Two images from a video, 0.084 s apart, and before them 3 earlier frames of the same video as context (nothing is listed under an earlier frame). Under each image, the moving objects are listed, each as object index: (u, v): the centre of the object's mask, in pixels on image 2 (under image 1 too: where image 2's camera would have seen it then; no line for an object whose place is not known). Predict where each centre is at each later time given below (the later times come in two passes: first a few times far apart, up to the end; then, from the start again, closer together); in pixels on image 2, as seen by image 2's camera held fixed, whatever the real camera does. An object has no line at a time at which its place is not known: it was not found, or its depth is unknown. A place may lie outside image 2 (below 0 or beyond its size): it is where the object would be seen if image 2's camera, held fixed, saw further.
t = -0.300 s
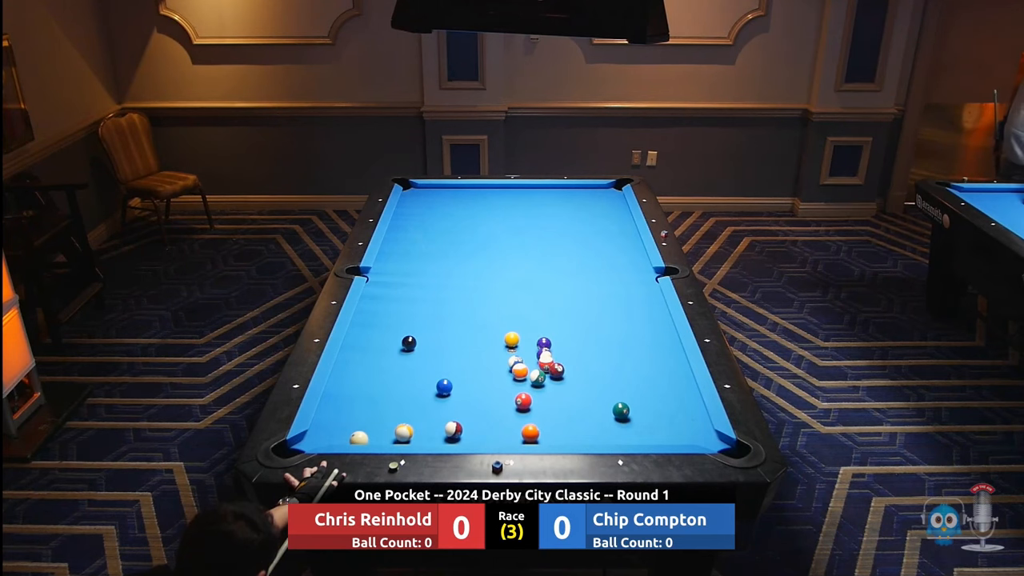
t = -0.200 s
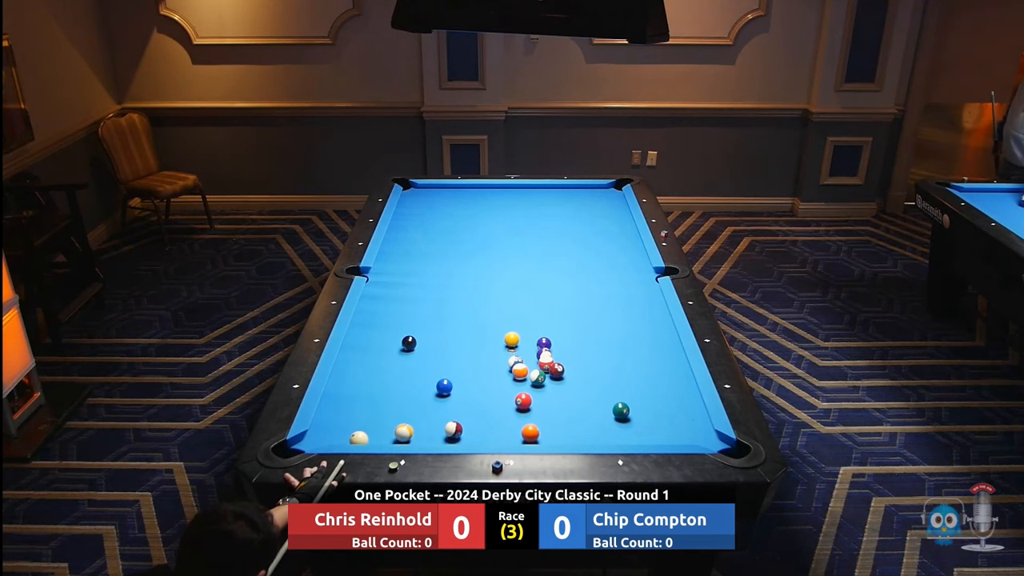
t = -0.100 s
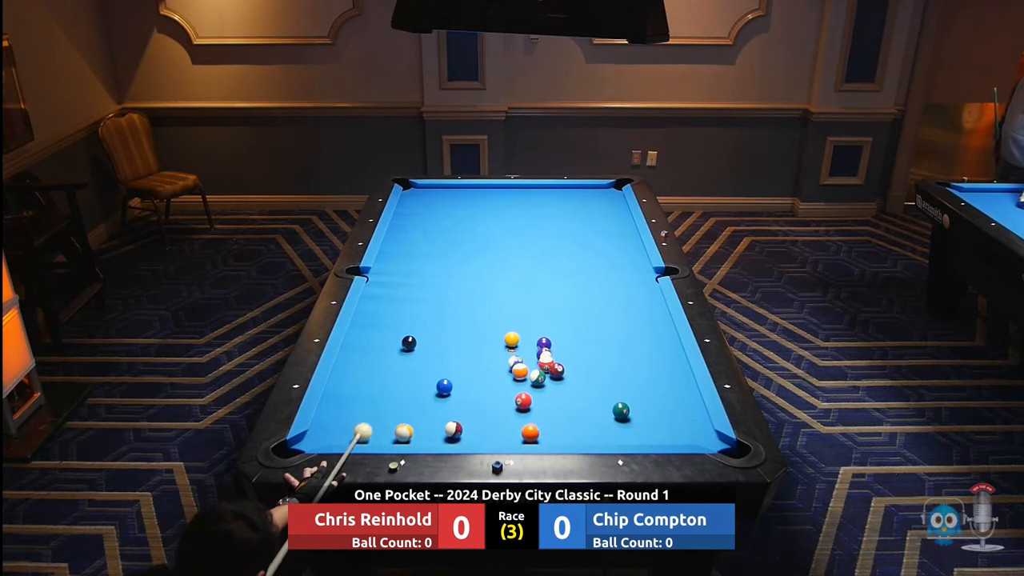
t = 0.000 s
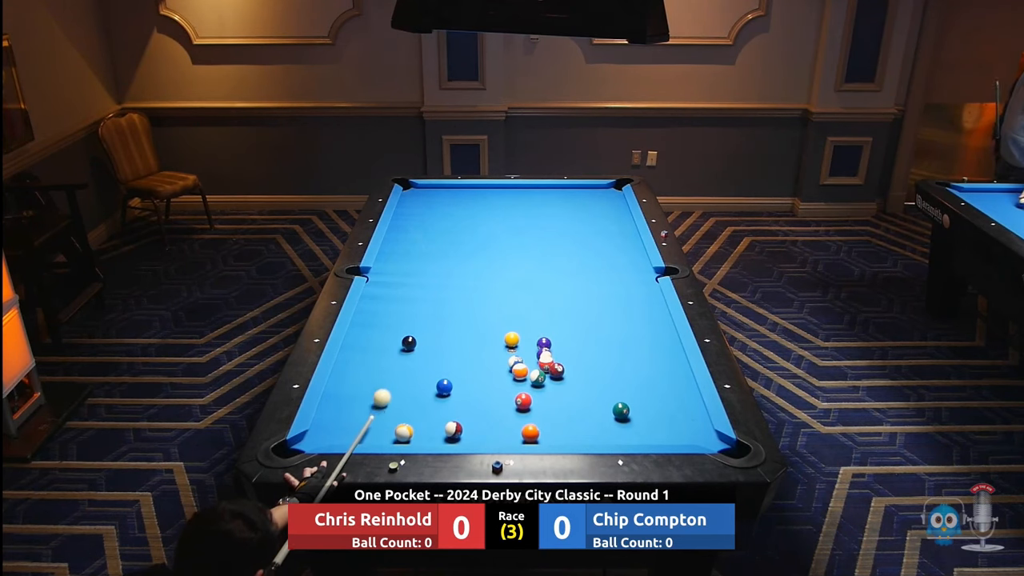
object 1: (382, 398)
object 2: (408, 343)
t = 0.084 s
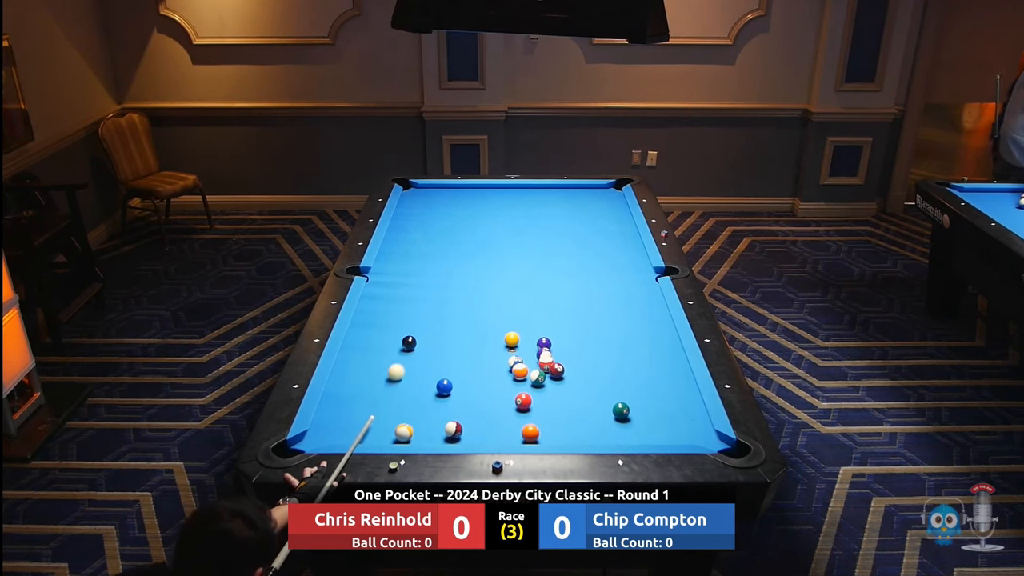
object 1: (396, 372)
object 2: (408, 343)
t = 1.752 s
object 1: (534, 277)
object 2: (438, 190)
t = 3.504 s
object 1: (608, 231)
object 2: (419, 257)
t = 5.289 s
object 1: (614, 211)
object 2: (401, 330)
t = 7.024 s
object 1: (610, 209)
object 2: (392, 390)
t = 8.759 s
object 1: (610, 209)
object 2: (388, 415)
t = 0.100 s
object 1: (399, 367)
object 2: (408, 343)
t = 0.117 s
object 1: (401, 363)
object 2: (408, 343)
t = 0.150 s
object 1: (406, 354)
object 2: (409, 341)
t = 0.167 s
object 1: (408, 351)
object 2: (409, 339)
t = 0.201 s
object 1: (411, 350)
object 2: (410, 334)
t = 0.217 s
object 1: (413, 350)
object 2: (411, 330)
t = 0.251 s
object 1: (416, 349)
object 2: (412, 323)
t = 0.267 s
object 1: (418, 349)
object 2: (413, 320)
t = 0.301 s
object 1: (421, 347)
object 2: (414, 313)
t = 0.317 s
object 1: (423, 347)
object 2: (415, 310)
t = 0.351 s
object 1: (426, 345)
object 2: (416, 305)
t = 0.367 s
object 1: (428, 344)
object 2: (416, 302)
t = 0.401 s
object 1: (431, 342)
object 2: (417, 297)
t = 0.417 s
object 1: (433, 341)
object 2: (418, 294)
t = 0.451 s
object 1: (436, 339)
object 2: (419, 290)
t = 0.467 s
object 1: (438, 338)
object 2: (419, 288)
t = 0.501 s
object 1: (441, 336)
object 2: (420, 284)
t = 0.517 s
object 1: (442, 335)
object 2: (420, 282)
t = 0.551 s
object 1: (445, 333)
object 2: (421, 278)
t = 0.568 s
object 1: (447, 332)
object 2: (422, 276)
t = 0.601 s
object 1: (450, 330)
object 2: (422, 272)
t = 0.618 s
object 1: (452, 329)
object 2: (423, 270)
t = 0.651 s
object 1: (455, 327)
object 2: (423, 267)
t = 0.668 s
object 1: (456, 326)
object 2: (424, 265)
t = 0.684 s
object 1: (458, 325)
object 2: (424, 263)
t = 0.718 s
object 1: (461, 323)
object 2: (425, 260)
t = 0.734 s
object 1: (462, 322)
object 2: (425, 258)
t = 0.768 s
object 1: (465, 320)
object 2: (426, 255)
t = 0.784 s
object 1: (466, 320)
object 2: (426, 253)
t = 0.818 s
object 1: (469, 318)
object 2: (427, 250)
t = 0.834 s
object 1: (471, 317)
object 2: (427, 248)
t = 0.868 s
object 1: (473, 315)
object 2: (428, 245)
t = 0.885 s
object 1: (475, 315)
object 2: (428, 243)
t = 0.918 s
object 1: (477, 313)
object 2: (429, 240)
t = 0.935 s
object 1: (479, 312)
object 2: (429, 239)
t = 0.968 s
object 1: (481, 310)
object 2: (429, 236)
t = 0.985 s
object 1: (482, 309)
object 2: (430, 235)
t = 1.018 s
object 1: (485, 308)
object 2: (430, 232)
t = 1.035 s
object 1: (486, 307)
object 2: (431, 230)
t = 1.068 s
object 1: (489, 306)
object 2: (431, 228)
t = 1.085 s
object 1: (490, 304)
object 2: (431, 226)
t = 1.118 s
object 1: (492, 303)
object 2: (432, 223)
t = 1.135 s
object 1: (493, 302)
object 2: (432, 222)
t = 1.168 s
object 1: (496, 301)
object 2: (433, 219)
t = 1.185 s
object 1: (497, 300)
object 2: (433, 218)
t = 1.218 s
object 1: (500, 298)
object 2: (433, 216)
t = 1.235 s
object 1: (501, 298)
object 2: (434, 215)
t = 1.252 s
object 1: (502, 297)
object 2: (434, 213)
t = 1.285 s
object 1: (504, 296)
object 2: (434, 211)
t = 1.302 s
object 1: (505, 295)
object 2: (435, 210)
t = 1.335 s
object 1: (507, 293)
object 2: (435, 207)
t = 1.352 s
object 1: (509, 293)
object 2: (435, 206)
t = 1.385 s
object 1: (511, 291)
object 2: (436, 204)
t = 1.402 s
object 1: (512, 291)
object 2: (436, 203)
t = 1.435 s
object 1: (514, 289)
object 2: (437, 201)
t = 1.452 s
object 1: (515, 289)
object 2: (437, 199)
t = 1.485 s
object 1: (518, 287)
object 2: (437, 197)
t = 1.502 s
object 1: (519, 287)
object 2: (437, 196)
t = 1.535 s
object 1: (521, 285)
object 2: (438, 194)
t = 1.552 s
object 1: (522, 284)
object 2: (438, 193)
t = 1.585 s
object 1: (524, 283)
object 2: (438, 191)
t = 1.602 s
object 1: (525, 283)
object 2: (438, 190)
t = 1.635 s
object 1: (527, 281)
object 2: (439, 188)
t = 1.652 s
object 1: (528, 281)
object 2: (439, 187)
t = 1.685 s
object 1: (530, 279)
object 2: (439, 187)
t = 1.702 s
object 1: (531, 279)
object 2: (439, 188)
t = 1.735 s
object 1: (533, 278)
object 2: (438, 189)
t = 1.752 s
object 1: (534, 277)
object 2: (438, 190)
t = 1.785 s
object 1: (536, 276)
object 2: (437, 191)
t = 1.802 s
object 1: (536, 275)
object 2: (437, 192)
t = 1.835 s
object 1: (538, 274)
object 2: (437, 193)
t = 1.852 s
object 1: (539, 274)
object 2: (437, 194)
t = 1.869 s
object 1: (540, 273)
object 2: (437, 194)
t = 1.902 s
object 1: (542, 272)
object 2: (436, 195)
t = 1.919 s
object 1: (543, 271)
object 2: (436, 196)
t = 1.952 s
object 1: (545, 270)
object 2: (436, 197)
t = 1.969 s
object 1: (546, 270)
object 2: (436, 198)
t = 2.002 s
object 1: (548, 269)
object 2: (435, 199)
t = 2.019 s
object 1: (548, 268)
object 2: (435, 200)
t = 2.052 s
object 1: (550, 267)
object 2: (435, 201)
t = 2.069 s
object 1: (551, 266)
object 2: (434, 202)
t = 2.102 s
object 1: (553, 265)
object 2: (434, 203)
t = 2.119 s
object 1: (554, 265)
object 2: (434, 203)
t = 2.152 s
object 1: (555, 264)
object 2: (433, 205)
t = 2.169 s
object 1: (556, 263)
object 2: (433, 205)
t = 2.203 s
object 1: (558, 262)
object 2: (433, 206)
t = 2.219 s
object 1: (559, 262)
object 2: (433, 207)
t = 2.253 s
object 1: (560, 261)
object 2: (433, 208)
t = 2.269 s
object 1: (561, 260)
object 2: (432, 209)
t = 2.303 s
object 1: (562, 259)
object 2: (432, 210)
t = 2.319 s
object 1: (563, 259)
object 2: (432, 211)
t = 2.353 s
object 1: (565, 258)
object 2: (431, 212)
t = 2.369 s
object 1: (566, 257)
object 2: (431, 213)
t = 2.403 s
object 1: (567, 256)
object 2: (431, 214)
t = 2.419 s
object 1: (568, 256)
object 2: (431, 214)
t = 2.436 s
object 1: (569, 255)
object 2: (431, 215)
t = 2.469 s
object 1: (570, 254)
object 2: (430, 217)
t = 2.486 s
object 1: (571, 254)
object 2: (430, 217)
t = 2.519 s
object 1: (572, 253)
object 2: (430, 218)
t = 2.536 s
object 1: (573, 253)
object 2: (429, 219)
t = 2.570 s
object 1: (574, 252)
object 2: (429, 220)
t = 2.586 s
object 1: (575, 251)
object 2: (429, 221)
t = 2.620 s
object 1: (576, 250)
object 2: (429, 222)
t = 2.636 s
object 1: (577, 250)
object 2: (429, 223)
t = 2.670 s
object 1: (579, 249)
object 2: (428, 224)
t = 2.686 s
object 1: (579, 249)
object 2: (428, 225)
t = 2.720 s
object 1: (581, 248)
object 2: (428, 226)
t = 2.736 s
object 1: (581, 247)
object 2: (427, 227)
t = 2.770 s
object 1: (583, 246)
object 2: (427, 228)
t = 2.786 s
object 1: (583, 246)
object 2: (427, 228)
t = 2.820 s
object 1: (585, 245)
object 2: (427, 230)
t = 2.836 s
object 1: (585, 245)
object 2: (426, 231)
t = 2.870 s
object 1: (587, 244)
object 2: (426, 232)
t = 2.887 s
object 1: (587, 244)
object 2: (426, 233)
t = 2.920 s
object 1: (589, 243)
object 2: (425, 234)
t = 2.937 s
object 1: (589, 243)
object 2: (425, 235)
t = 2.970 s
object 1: (590, 242)
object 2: (425, 236)
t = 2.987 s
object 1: (591, 241)
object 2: (425, 236)
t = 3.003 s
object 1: (592, 241)
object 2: (425, 237)
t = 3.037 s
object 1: (593, 240)
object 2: (424, 238)
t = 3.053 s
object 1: (594, 240)
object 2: (424, 239)
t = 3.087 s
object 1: (595, 239)
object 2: (424, 240)
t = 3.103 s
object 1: (595, 239)
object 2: (424, 241)
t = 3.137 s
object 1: (596, 238)
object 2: (423, 242)
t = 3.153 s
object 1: (597, 238)
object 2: (423, 243)
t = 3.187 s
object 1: (598, 237)
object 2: (422, 244)
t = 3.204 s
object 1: (599, 237)
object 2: (422, 245)
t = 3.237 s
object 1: (600, 236)
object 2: (422, 246)
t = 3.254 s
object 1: (600, 236)
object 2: (422, 247)
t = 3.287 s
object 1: (601, 235)
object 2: (421, 248)
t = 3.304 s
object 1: (602, 235)
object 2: (421, 249)
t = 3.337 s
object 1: (603, 234)
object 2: (421, 250)
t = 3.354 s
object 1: (604, 234)
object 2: (421, 251)
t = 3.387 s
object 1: (605, 233)
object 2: (420, 253)
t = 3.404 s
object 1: (605, 233)
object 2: (420, 253)
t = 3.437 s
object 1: (606, 232)
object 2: (420, 254)
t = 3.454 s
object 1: (607, 232)
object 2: (419, 255)
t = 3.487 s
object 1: (608, 231)
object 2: (419, 256)
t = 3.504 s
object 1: (608, 231)
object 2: (419, 257)
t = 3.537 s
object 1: (609, 230)
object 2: (419, 258)
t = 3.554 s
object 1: (610, 230)
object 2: (418, 259)
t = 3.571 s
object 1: (610, 230)
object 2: (418, 260)
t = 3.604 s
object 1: (611, 229)
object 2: (418, 261)
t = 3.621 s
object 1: (612, 229)
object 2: (418, 262)
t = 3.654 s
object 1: (613, 228)
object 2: (417, 263)
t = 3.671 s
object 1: (613, 228)
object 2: (417, 264)
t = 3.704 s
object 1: (614, 227)
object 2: (417, 265)
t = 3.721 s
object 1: (615, 227)
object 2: (417, 266)
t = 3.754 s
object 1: (616, 226)
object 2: (416, 267)
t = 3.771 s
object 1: (616, 226)
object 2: (416, 268)
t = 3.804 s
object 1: (617, 225)
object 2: (416, 269)
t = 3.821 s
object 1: (617, 225)
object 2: (416, 270)
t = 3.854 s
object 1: (619, 225)
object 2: (415, 271)
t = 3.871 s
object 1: (619, 224)
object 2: (415, 272)
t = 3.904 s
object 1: (620, 224)
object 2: (415, 274)
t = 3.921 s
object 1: (620, 224)
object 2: (415, 274)
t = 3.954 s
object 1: (621, 223)
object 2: (414, 275)
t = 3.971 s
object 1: (621, 223)
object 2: (414, 276)
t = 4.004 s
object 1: (622, 222)
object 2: (414, 277)
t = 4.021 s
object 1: (623, 222)
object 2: (413, 278)
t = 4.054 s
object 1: (623, 221)
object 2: (413, 280)
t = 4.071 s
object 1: (624, 221)
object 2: (413, 280)
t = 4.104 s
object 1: (624, 221)
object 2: (413, 282)
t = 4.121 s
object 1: (625, 221)
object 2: (412, 282)
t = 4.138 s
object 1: (625, 220)
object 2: (412, 283)
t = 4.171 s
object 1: (626, 220)
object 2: (412, 285)
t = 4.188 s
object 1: (627, 220)
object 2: (412, 285)
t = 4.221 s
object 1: (627, 219)
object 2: (411, 287)
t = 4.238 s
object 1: (628, 219)
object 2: (411, 287)
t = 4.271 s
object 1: (627, 218)
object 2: (411, 289)
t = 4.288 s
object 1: (627, 218)
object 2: (411, 289)
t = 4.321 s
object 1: (627, 218)
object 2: (410, 291)
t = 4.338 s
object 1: (626, 218)
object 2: (410, 291)
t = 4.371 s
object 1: (626, 218)
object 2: (410, 293)
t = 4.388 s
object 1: (625, 217)
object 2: (410, 293)
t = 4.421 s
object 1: (625, 217)
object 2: (409, 295)
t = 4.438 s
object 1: (624, 217)
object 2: (409, 295)
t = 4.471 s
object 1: (624, 217)
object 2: (409, 297)
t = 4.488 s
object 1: (624, 217)
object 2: (409, 298)
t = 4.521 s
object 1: (623, 216)
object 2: (408, 299)
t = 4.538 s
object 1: (623, 216)
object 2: (408, 300)
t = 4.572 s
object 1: (622, 216)
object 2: (408, 301)
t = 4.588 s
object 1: (622, 216)
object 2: (408, 302)
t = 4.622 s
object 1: (621, 215)
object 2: (407, 303)
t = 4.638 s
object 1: (621, 215)
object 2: (407, 304)
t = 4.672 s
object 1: (621, 215)
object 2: (407, 305)
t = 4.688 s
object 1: (620, 215)
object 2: (407, 306)
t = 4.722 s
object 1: (620, 215)
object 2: (406, 307)
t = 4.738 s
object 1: (620, 214)
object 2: (406, 308)
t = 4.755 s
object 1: (620, 214)
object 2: (406, 308)
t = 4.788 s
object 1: (619, 214)
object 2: (406, 310)
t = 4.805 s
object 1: (619, 214)
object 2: (406, 311)
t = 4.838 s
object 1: (618, 214)
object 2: (405, 312)
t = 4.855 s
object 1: (618, 214)
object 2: (405, 313)
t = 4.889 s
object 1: (618, 213)
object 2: (405, 314)
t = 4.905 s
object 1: (617, 213)
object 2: (404, 315)
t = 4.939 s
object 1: (617, 213)
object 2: (404, 316)
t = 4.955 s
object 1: (617, 213)
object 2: (404, 317)
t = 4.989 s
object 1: (617, 213)
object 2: (404, 318)
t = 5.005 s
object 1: (617, 213)
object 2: (404, 319)
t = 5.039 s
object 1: (616, 213)
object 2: (403, 320)
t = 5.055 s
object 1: (616, 212)
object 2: (403, 321)
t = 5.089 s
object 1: (616, 212)
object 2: (403, 322)
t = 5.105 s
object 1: (616, 212)
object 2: (403, 323)
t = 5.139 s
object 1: (615, 212)
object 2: (403, 324)
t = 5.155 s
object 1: (615, 212)
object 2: (403, 325)
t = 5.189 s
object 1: (615, 212)
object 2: (402, 326)
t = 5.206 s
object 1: (614, 212)
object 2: (402, 327)
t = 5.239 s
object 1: (614, 212)
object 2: (402, 328)
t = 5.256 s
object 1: (614, 212)
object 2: (402, 329)
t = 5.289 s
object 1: (614, 211)
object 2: (401, 330)
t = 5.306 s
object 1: (614, 211)
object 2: (401, 331)
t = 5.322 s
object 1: (613, 211)
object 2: (401, 331)
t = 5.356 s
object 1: (613, 211)
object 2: (401, 333)
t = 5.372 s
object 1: (613, 211)
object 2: (401, 334)
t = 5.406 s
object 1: (613, 211)
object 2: (401, 335)
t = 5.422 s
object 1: (613, 211)
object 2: (401, 335)
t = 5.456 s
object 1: (612, 211)
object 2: (400, 337)
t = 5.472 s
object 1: (612, 210)
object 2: (400, 337)
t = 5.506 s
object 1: (612, 210)
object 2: (400, 339)
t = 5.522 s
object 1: (612, 210)
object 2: (400, 339)
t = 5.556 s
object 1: (612, 210)
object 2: (400, 341)
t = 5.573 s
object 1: (612, 210)
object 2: (400, 341)
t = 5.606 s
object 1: (611, 210)
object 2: (400, 342)
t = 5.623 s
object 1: (611, 210)
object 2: (400, 343)
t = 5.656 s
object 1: (611, 210)
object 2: (400, 344)
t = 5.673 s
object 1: (611, 210)
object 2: (399, 345)
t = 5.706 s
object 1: (611, 210)
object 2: (399, 346)
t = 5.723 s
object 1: (611, 210)
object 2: (399, 347)
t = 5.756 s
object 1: (611, 210)
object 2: (399, 348)
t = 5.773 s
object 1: (611, 210)
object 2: (399, 349)
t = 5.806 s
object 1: (610, 209)
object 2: (399, 350)
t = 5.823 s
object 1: (610, 209)
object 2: (399, 351)
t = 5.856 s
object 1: (610, 209)
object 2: (399, 352)
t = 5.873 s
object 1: (610, 209)
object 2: (399, 352)
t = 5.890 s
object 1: (610, 209)
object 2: (398, 353)
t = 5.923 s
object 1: (610, 209)
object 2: (398, 354)
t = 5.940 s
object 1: (610, 209)
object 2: (398, 355)
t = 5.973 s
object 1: (610, 209)
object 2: (398, 356)
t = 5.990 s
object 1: (610, 209)
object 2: (398, 357)
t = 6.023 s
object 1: (610, 209)
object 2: (398, 358)
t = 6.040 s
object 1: (610, 209)
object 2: (398, 359)
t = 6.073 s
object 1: (610, 209)
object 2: (397, 360)
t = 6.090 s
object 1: (610, 209)
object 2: (397, 360)
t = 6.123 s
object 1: (610, 209)
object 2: (397, 362)
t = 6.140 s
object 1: (610, 209)
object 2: (397, 362)
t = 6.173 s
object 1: (610, 209)
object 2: (397, 363)
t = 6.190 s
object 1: (610, 209)
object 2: (397, 364)
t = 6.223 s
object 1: (610, 209)
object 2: (397, 365)
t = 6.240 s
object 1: (610, 209)
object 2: (397, 366)
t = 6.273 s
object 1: (610, 209)
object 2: (396, 367)
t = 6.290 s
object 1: (610, 209)
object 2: (396, 367)
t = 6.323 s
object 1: (610, 209)
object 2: (396, 369)
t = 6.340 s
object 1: (610, 209)
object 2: (396, 369)
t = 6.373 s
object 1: (610, 209)
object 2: (396, 370)
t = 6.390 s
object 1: (610, 209)
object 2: (396, 371)
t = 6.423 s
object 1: (610, 209)
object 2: (396, 372)
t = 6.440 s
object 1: (610, 209)
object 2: (395, 372)
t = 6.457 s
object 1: (610, 209)
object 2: (395, 373)
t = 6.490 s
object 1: (610, 209)
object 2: (395, 374)
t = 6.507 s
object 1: (610, 209)
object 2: (395, 375)
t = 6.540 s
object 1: (610, 209)
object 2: (395, 376)
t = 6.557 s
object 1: (610, 209)
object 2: (395, 376)
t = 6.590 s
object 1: (610, 209)
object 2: (395, 377)
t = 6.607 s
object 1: (610, 209)
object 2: (395, 378)
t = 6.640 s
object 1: (610, 209)
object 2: (394, 379)
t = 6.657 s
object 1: (610, 209)
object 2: (394, 379)
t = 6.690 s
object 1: (610, 209)
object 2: (394, 380)
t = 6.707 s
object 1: (610, 209)
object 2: (394, 381)
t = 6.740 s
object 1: (610, 209)
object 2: (394, 382)
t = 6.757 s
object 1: (610, 209)
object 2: (394, 382)
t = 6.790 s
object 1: (610, 209)
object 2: (393, 383)
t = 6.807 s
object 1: (610, 209)
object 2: (393, 384)
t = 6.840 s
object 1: (610, 209)
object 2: (393, 385)
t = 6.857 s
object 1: (610, 209)
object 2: (393, 385)
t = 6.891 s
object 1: (610, 209)
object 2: (393, 386)
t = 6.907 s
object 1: (610, 209)
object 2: (393, 387)
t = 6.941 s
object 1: (610, 209)
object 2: (393, 388)
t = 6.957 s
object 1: (610, 209)
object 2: (393, 388)
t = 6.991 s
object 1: (610, 209)
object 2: (392, 389)
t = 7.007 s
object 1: (610, 209)
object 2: (392, 389)
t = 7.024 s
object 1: (610, 209)
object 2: (392, 390)
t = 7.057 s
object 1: (610, 209)
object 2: (392, 391)
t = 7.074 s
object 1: (610, 209)
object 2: (392, 391)
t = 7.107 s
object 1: (610, 209)
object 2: (392, 392)
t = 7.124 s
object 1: (610, 209)
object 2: (392, 393)
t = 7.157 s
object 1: (610, 209)
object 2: (392, 393)
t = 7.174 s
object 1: (610, 209)
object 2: (391, 394)
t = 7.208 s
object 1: (610, 209)
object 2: (391, 394)
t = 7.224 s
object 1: (610, 209)
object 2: (391, 395)
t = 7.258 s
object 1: (610, 209)
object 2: (391, 396)
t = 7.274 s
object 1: (610, 209)
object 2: (391, 396)
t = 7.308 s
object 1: (610, 209)
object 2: (391, 397)
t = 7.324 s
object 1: (610, 209)
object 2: (391, 397)
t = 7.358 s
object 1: (610, 209)
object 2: (390, 398)
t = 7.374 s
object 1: (610, 209)
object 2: (390, 399)
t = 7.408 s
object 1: (610, 209)
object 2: (390, 400)
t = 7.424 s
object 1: (610, 209)
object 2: (390, 400)
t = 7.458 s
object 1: (610, 209)
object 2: (390, 401)
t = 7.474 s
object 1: (610, 209)
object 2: (390, 401)
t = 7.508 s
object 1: (610, 209)
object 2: (390, 401)
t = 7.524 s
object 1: (610, 209)
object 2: (390, 402)
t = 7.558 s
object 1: (610, 209)
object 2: (390, 403)
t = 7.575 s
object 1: (610, 209)
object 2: (390, 403)
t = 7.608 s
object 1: (610, 209)
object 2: (389, 404)
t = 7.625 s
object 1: (610, 209)
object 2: (389, 404)
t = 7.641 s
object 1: (610, 209)
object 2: (389, 404)
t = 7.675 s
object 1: (610, 209)
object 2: (389, 405)
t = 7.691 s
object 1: (610, 209)
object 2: (389, 405)
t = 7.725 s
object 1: (610, 209)
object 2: (389, 405)
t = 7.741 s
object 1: (610, 209)
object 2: (389, 406)
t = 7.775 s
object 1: (610, 209)
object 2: (389, 406)
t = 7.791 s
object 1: (610, 209)
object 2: (389, 406)
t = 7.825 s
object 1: (610, 209)
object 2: (389, 407)
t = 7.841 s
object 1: (610, 209)
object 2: (389, 407)
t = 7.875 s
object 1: (610, 209)
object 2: (389, 408)
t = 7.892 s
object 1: (610, 209)
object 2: (389, 408)
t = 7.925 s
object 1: (610, 209)
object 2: (389, 409)
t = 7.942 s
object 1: (610, 209)
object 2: (389, 409)
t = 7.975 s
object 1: (610, 209)
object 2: (389, 409)
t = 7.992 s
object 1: (610, 209)
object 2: (389, 409)
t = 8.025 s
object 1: (610, 209)
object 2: (389, 410)
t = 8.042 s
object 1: (610, 209)
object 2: (389, 410)
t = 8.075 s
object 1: (610, 209)
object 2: (389, 411)
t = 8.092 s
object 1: (610, 209)
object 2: (389, 411)
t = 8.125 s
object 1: (610, 209)
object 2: (389, 411)
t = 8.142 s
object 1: (610, 209)
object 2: (389, 411)
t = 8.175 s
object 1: (610, 209)
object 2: (389, 412)
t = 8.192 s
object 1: (610, 209)
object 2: (389, 412)
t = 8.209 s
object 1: (610, 209)
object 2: (389, 412)
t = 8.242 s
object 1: (610, 209)
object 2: (389, 412)
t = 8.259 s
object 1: (610, 209)
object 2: (389, 413)
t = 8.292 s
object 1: (610, 209)
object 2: (389, 413)
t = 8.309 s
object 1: (610, 209)
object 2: (389, 413)
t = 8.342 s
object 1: (610, 209)
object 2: (389, 413)
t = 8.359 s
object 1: (610, 209)
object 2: (389, 413)
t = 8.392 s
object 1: (610, 209)
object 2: (389, 414)
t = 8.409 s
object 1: (610, 209)
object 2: (389, 414)
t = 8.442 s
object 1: (610, 209)
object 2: (389, 414)
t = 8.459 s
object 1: (610, 209)
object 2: (389, 414)
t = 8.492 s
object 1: (610, 209)
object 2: (389, 414)
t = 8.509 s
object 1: (610, 209)
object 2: (389, 415)
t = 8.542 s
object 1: (610, 209)
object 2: (389, 415)
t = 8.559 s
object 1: (610, 209)
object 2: (389, 415)
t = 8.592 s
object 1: (610, 209)
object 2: (389, 415)
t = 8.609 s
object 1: (610, 209)
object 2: (389, 415)
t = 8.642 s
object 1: (610, 209)
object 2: (389, 415)
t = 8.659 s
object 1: (610, 209)
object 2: (389, 415)
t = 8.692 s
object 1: (610, 209)
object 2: (388, 415)
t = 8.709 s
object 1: (610, 209)
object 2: (388, 415)
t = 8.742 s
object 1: (610, 209)
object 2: (388, 415)
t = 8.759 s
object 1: (610, 209)
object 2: (388, 415)
